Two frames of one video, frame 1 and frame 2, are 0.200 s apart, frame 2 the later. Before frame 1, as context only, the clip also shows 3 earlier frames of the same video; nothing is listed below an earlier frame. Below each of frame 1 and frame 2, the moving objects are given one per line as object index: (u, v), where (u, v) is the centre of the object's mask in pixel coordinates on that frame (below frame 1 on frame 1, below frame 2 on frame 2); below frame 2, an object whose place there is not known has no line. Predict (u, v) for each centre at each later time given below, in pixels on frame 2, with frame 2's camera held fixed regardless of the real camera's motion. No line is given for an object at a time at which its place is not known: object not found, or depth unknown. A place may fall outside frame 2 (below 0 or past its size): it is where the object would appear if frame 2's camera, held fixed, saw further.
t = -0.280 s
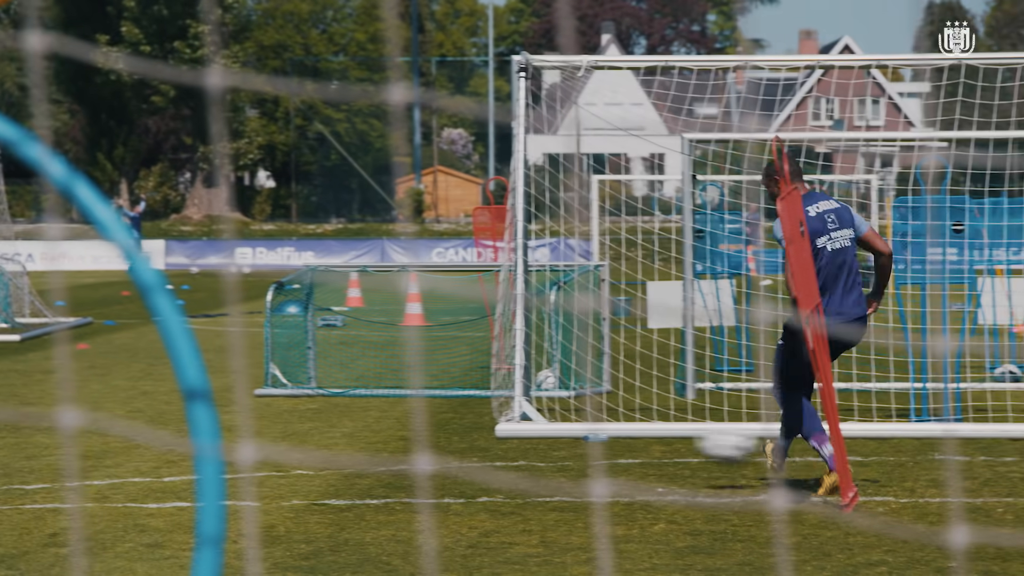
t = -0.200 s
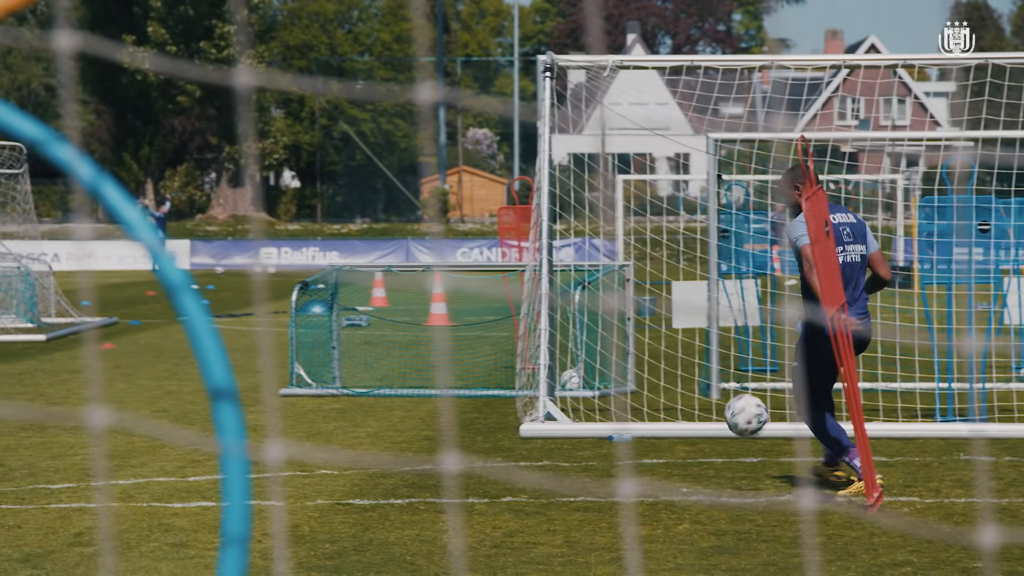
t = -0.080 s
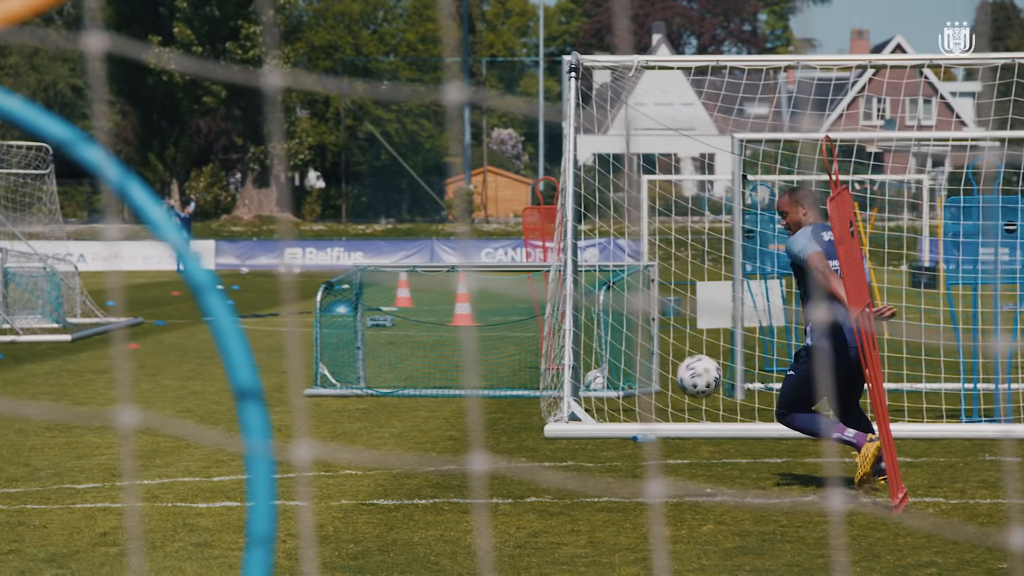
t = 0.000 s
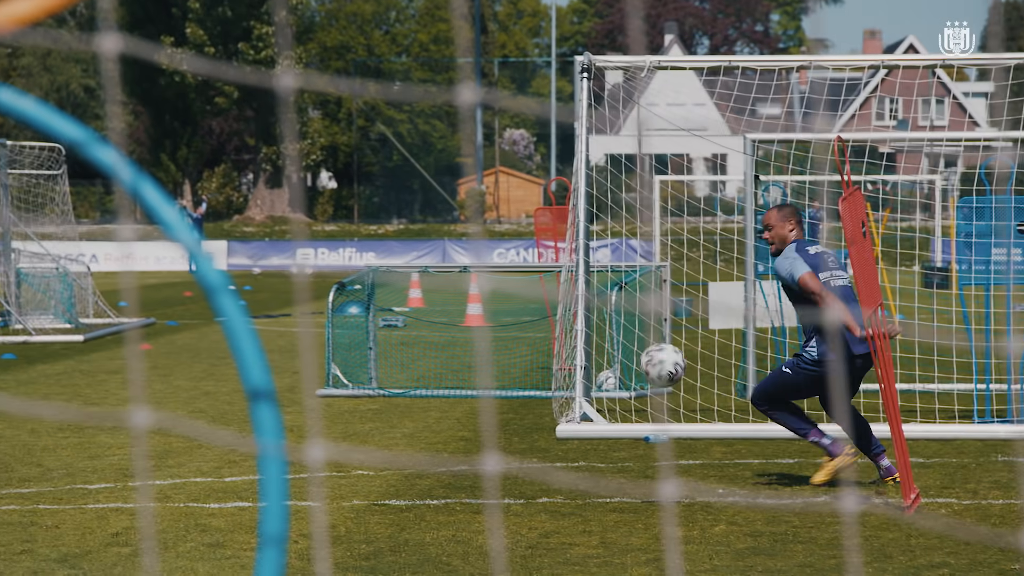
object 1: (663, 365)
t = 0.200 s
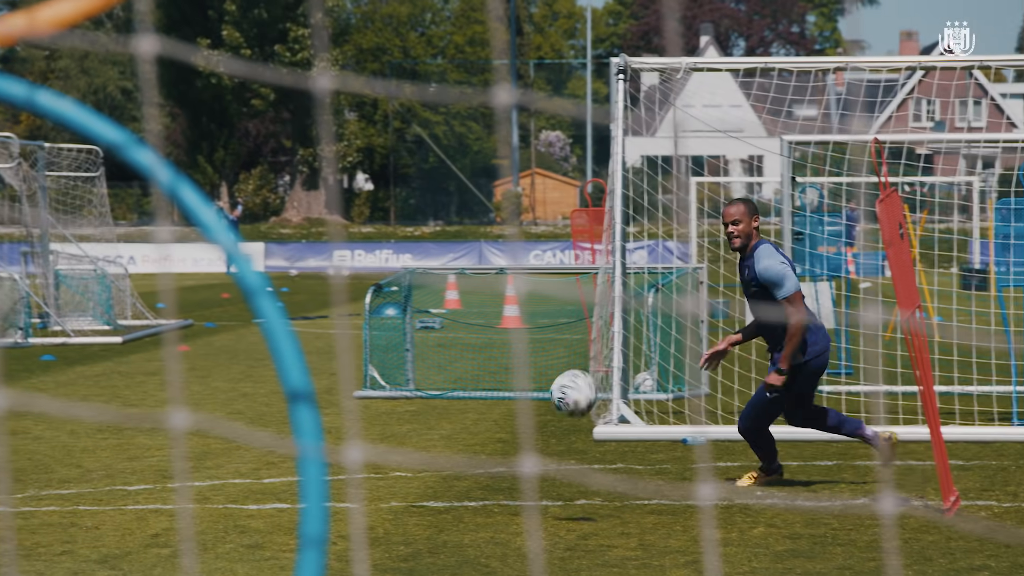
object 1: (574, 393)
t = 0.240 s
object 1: (549, 409)
